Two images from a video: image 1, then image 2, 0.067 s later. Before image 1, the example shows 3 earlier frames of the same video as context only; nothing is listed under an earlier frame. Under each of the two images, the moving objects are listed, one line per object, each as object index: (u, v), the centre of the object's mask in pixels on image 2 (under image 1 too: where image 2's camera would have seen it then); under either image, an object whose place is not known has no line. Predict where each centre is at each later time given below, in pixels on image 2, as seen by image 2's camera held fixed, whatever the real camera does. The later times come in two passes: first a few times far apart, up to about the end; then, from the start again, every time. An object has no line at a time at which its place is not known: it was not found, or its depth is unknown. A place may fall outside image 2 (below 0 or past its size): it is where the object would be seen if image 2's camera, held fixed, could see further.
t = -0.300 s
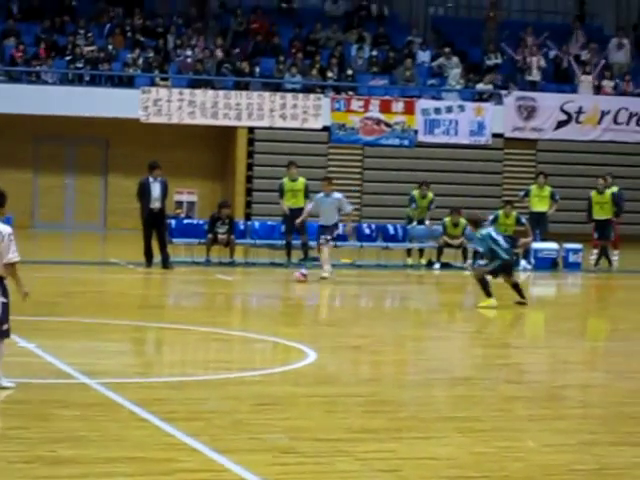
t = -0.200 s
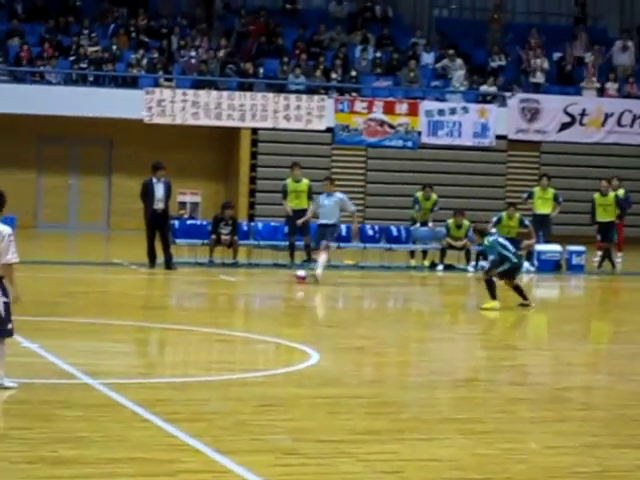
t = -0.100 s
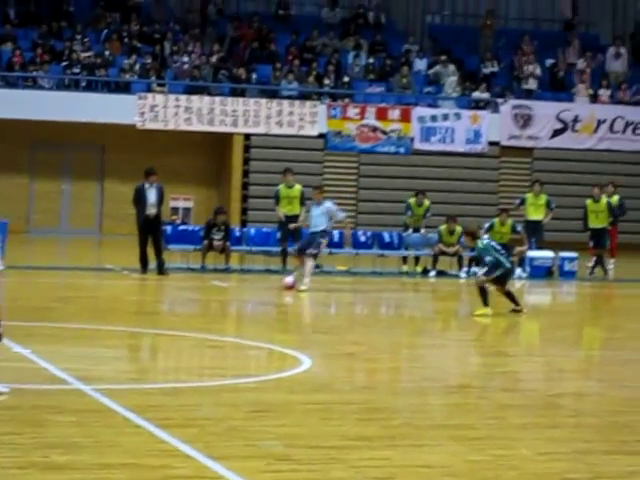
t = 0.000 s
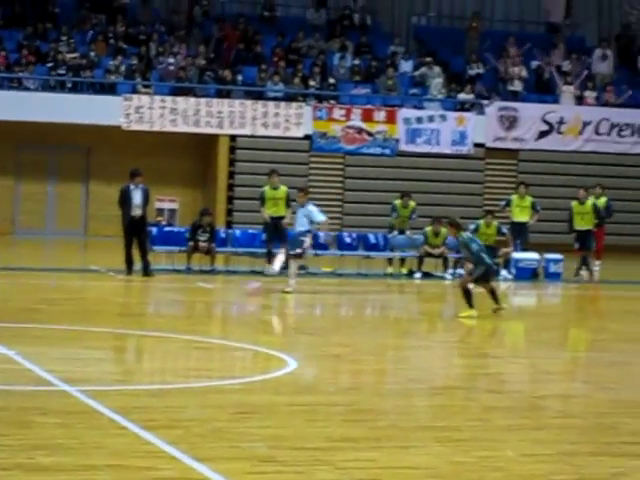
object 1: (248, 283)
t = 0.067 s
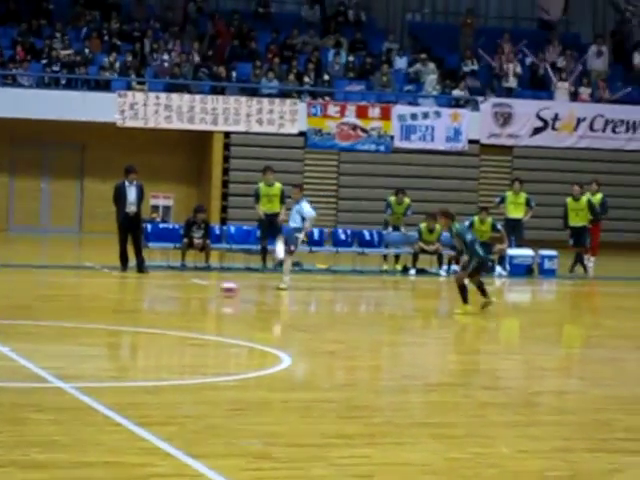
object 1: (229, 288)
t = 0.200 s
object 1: (187, 299)
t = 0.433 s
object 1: (108, 320)
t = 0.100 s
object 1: (219, 290)
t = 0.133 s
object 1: (208, 295)
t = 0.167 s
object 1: (199, 297)
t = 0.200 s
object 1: (187, 299)
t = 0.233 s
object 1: (177, 301)
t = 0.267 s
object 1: (166, 305)
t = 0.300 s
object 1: (155, 308)
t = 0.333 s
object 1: (144, 310)
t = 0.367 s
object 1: (133, 314)
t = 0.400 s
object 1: (121, 317)
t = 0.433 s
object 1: (108, 320)
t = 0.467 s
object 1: (97, 324)
